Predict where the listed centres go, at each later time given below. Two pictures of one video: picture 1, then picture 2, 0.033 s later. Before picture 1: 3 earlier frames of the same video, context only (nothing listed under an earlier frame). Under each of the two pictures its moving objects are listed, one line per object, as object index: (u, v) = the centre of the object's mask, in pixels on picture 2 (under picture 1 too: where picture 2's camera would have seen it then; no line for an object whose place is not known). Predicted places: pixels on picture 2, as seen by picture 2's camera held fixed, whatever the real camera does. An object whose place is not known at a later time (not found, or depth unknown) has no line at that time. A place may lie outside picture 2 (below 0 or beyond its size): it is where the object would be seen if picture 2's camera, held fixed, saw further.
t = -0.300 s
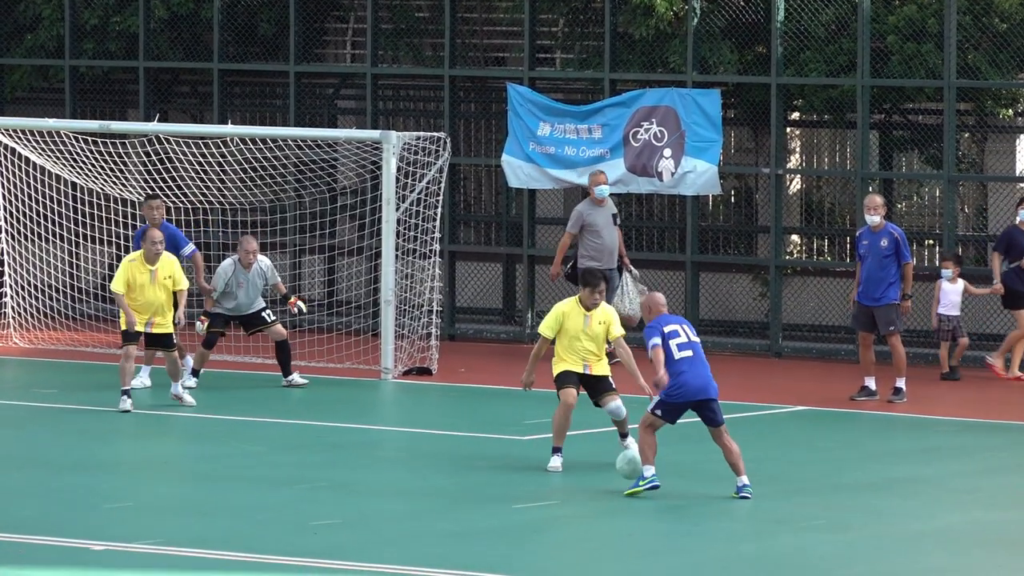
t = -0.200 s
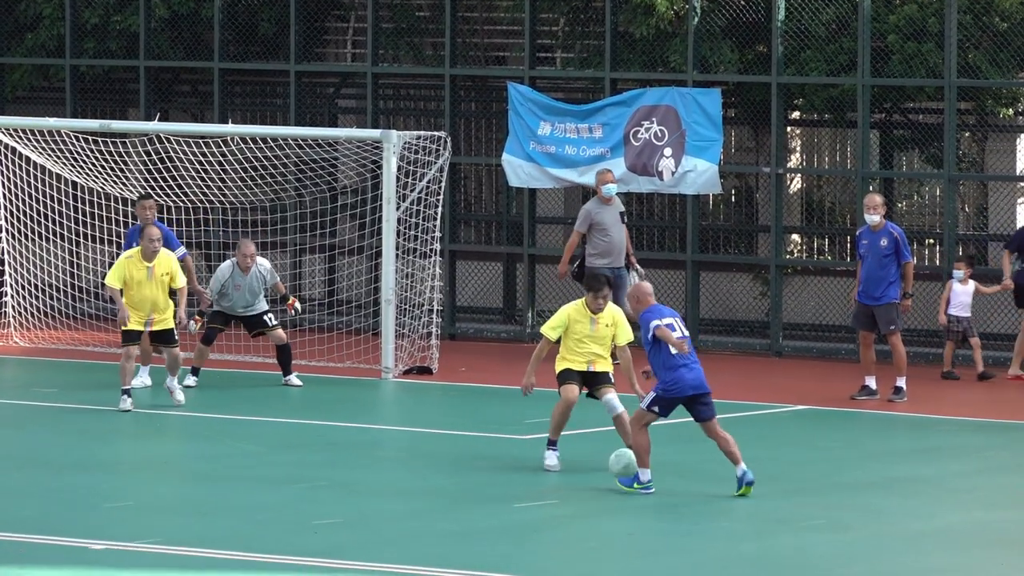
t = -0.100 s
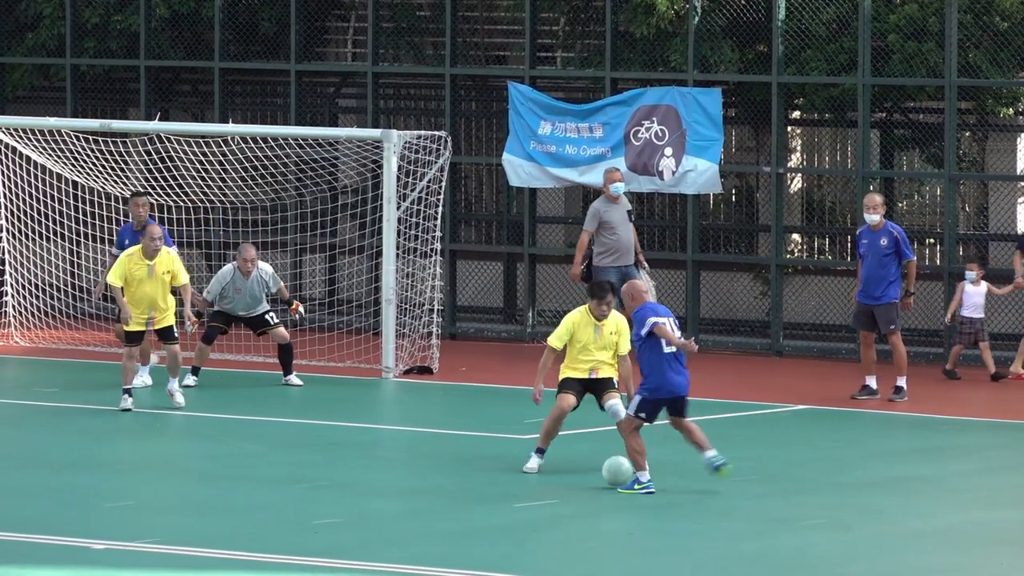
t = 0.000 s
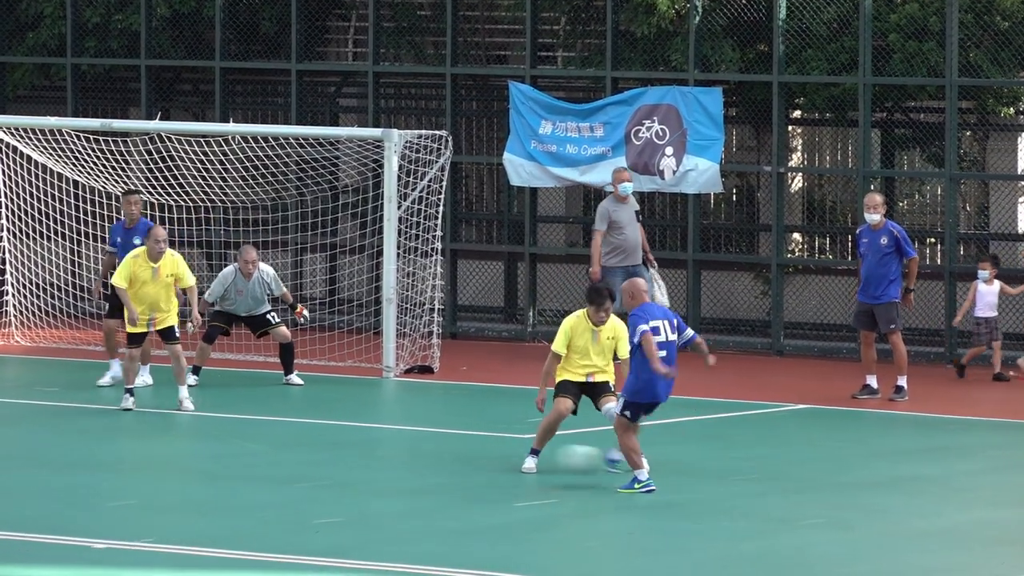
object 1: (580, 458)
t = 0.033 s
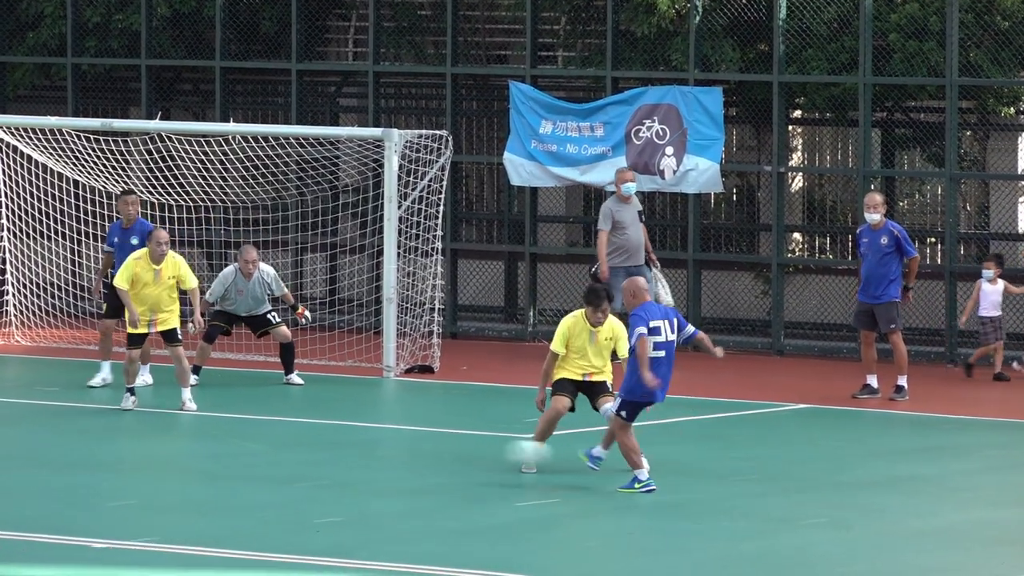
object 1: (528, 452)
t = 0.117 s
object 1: (400, 450)
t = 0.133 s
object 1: (375, 450)
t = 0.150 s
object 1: (349, 450)
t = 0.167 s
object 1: (324, 451)
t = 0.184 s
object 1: (297, 453)
